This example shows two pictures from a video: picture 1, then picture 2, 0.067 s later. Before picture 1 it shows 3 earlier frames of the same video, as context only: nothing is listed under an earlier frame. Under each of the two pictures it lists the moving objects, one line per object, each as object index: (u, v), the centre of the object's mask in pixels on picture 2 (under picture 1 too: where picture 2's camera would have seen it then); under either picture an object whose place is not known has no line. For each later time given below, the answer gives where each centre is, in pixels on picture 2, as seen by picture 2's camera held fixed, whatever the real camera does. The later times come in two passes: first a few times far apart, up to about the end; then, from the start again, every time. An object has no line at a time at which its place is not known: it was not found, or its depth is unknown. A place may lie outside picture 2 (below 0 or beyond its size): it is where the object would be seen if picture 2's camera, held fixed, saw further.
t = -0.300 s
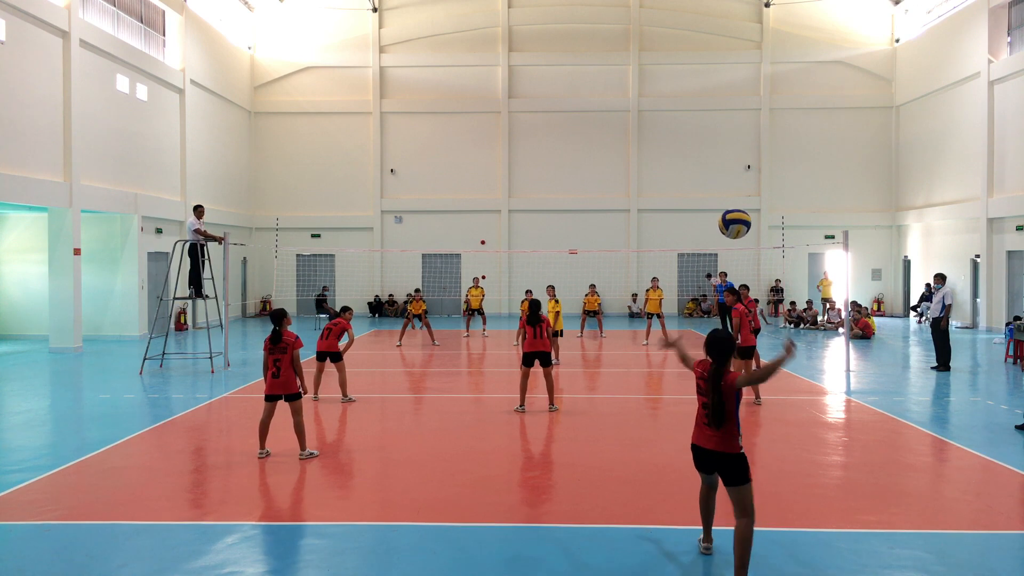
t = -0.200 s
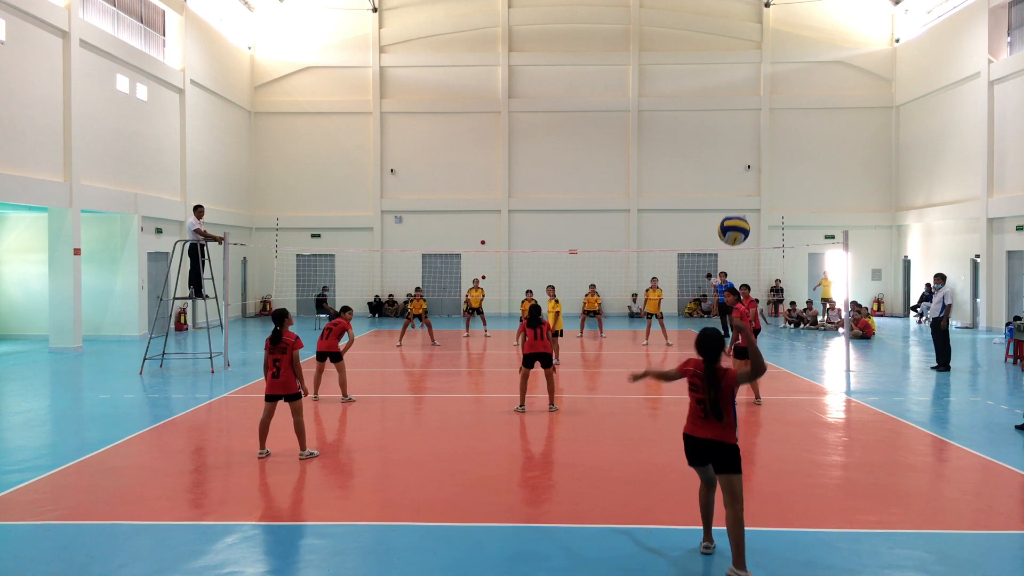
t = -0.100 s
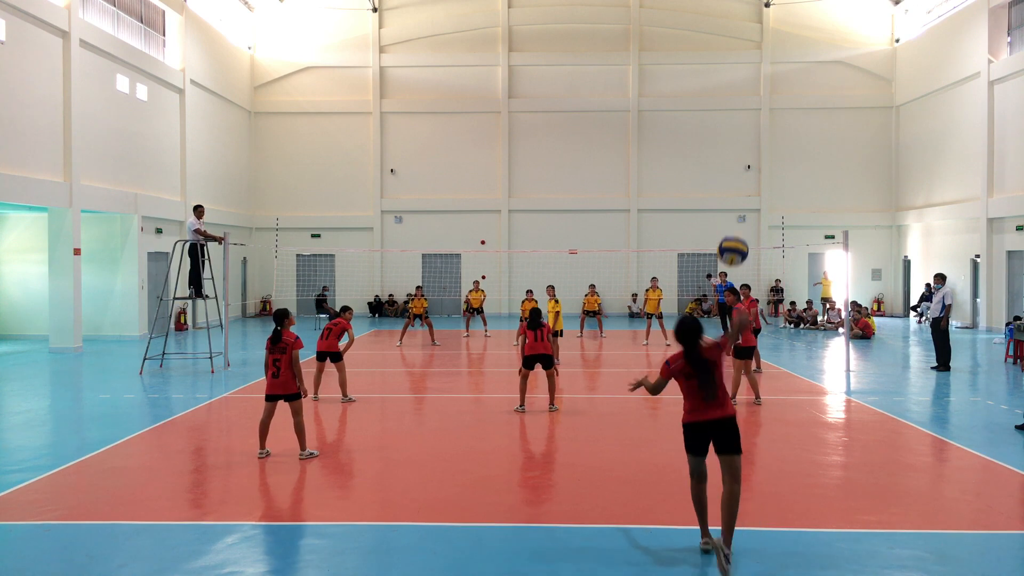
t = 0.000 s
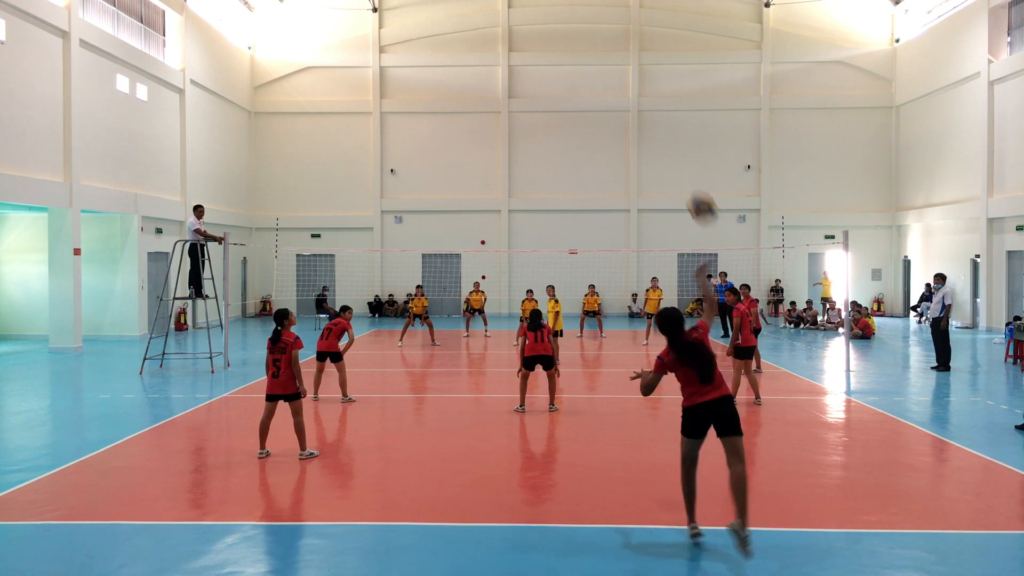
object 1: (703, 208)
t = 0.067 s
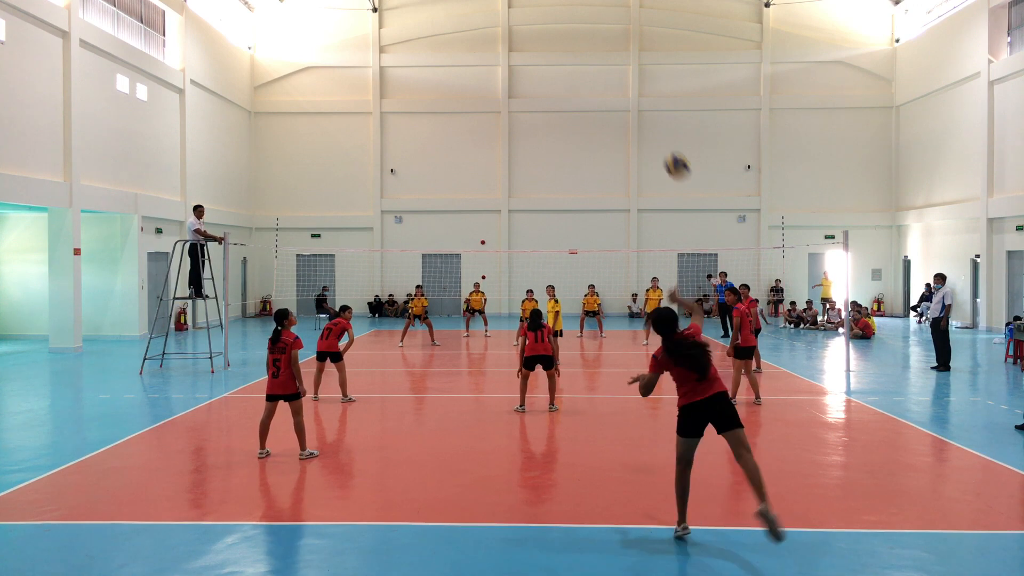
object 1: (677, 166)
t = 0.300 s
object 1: (617, 97)
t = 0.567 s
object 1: (577, 101)
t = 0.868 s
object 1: (554, 150)
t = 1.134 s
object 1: (541, 212)
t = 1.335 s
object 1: (534, 264)
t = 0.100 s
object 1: (666, 150)
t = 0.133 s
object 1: (656, 136)
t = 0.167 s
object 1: (647, 125)
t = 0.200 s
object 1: (638, 116)
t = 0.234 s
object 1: (631, 108)
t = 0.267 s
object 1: (623, 102)
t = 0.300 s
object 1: (617, 97)
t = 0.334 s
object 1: (610, 94)
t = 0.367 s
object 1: (604, 92)
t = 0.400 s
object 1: (599, 91)
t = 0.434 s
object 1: (594, 92)
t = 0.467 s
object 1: (589, 93)
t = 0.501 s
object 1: (585, 95)
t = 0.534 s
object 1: (581, 97)
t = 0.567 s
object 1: (577, 101)
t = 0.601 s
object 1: (573, 105)
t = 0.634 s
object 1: (571, 109)
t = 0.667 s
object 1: (568, 114)
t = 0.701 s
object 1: (565, 119)
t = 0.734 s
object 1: (563, 124)
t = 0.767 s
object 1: (561, 130)
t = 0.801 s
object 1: (559, 137)
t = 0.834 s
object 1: (557, 144)
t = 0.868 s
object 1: (554, 150)
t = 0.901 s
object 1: (552, 157)
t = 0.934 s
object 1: (551, 164)
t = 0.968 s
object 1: (549, 172)
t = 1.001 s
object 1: (547, 179)
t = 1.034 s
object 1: (545, 187)
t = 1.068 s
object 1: (544, 195)
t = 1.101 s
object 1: (542, 204)
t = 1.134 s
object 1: (541, 212)
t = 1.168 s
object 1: (539, 220)
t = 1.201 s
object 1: (539, 229)
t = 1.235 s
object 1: (537, 238)
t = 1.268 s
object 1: (536, 246)
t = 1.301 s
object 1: (535, 256)
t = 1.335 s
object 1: (534, 264)
